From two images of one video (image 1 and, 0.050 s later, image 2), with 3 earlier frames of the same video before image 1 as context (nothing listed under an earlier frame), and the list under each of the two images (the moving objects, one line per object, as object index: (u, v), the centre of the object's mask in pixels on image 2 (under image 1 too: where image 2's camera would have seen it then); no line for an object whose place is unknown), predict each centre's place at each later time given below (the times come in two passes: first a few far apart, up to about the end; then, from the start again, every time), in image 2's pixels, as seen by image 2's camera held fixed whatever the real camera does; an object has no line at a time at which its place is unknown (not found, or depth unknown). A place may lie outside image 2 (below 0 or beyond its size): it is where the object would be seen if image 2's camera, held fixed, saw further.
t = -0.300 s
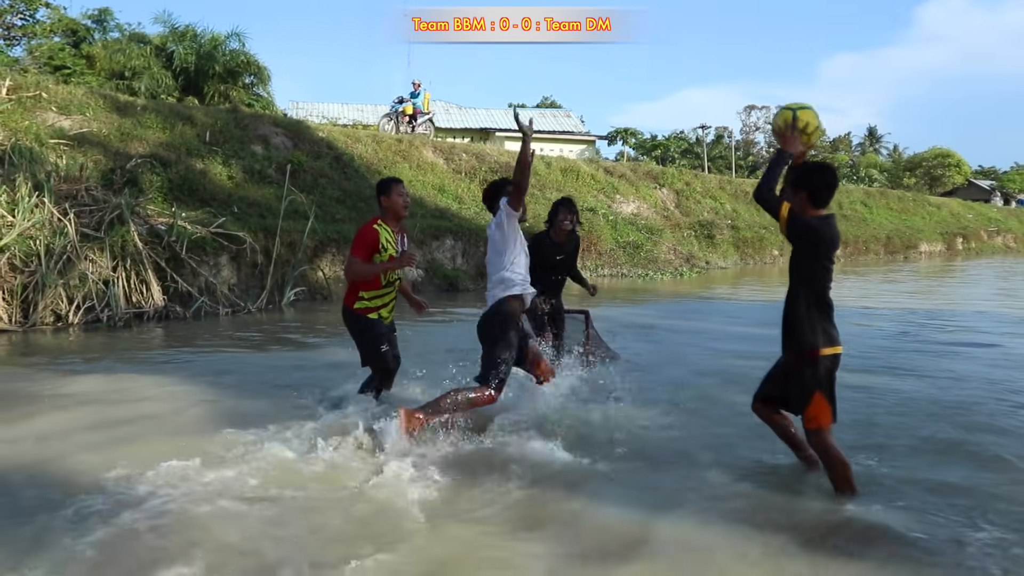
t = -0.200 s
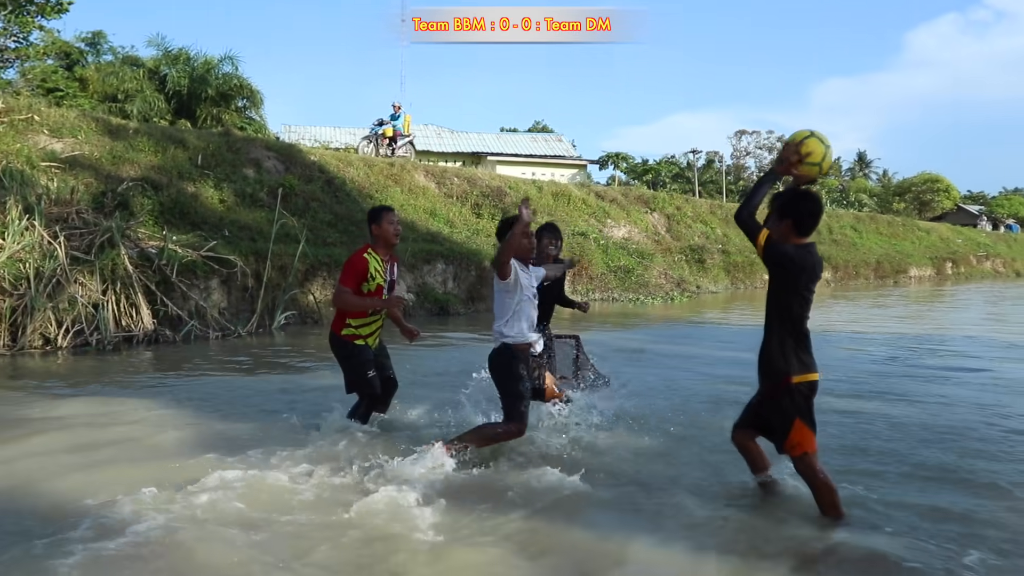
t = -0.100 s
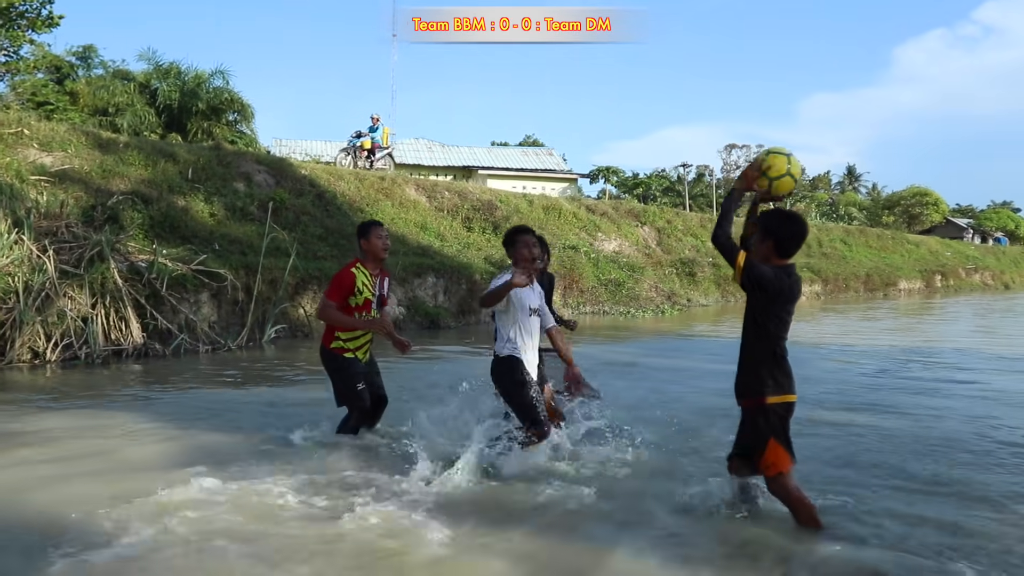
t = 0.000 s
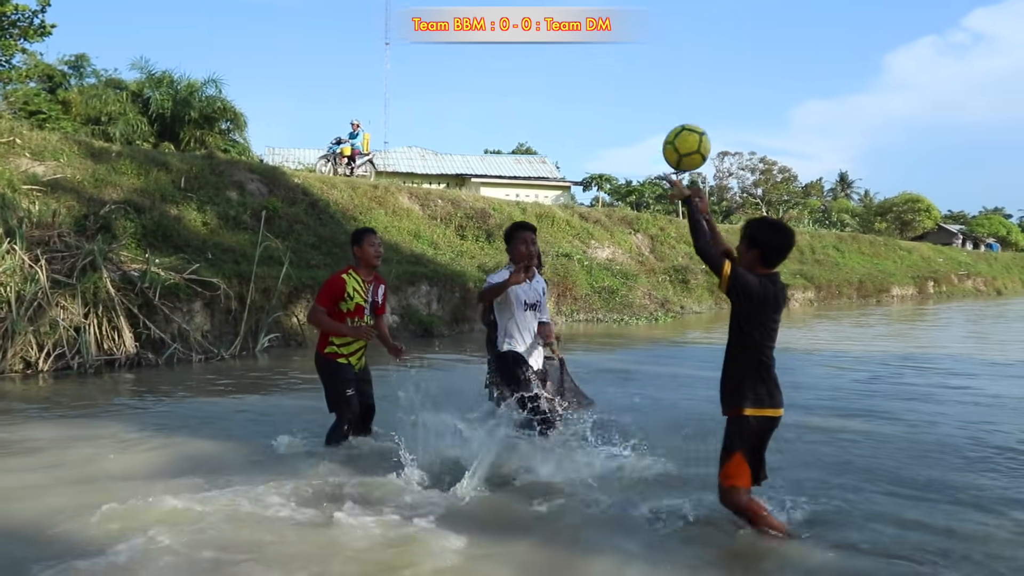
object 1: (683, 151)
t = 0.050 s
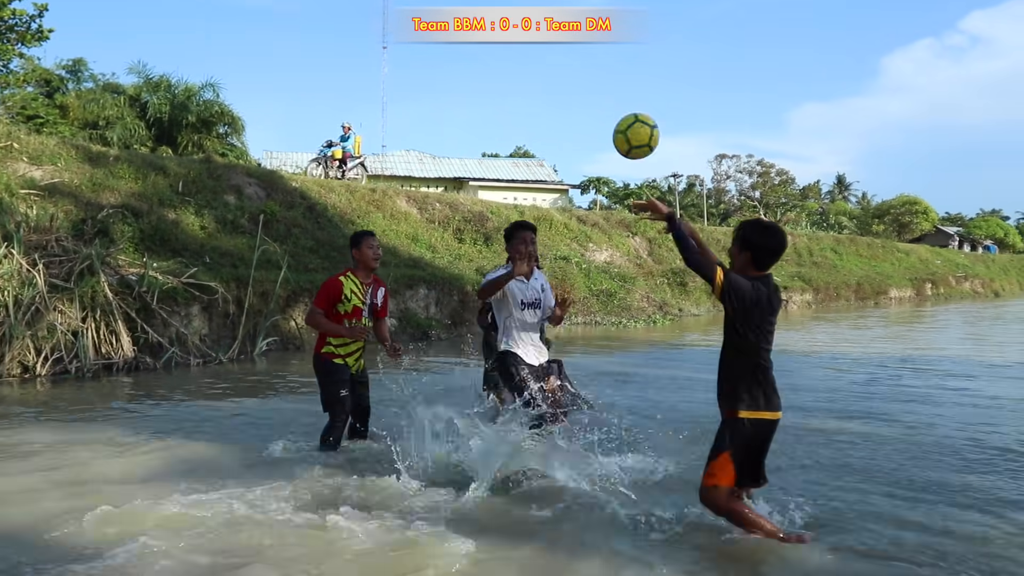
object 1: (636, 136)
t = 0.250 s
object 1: (466, 133)
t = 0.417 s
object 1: (351, 186)
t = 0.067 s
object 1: (621, 132)
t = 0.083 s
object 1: (605, 129)
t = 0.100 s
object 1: (590, 127)
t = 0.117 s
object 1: (576, 126)
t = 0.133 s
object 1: (561, 125)
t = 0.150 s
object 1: (547, 124)
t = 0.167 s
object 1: (533, 124)
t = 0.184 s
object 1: (519, 125)
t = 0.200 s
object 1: (506, 126)
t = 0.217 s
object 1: (492, 128)
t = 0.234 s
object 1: (479, 130)
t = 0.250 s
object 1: (466, 133)
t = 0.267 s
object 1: (454, 136)
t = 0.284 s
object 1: (441, 140)
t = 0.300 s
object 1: (429, 144)
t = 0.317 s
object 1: (417, 149)
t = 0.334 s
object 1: (406, 154)
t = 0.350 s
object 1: (394, 159)
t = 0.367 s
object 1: (383, 165)
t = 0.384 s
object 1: (372, 172)
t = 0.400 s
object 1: (361, 179)
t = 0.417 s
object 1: (351, 186)
